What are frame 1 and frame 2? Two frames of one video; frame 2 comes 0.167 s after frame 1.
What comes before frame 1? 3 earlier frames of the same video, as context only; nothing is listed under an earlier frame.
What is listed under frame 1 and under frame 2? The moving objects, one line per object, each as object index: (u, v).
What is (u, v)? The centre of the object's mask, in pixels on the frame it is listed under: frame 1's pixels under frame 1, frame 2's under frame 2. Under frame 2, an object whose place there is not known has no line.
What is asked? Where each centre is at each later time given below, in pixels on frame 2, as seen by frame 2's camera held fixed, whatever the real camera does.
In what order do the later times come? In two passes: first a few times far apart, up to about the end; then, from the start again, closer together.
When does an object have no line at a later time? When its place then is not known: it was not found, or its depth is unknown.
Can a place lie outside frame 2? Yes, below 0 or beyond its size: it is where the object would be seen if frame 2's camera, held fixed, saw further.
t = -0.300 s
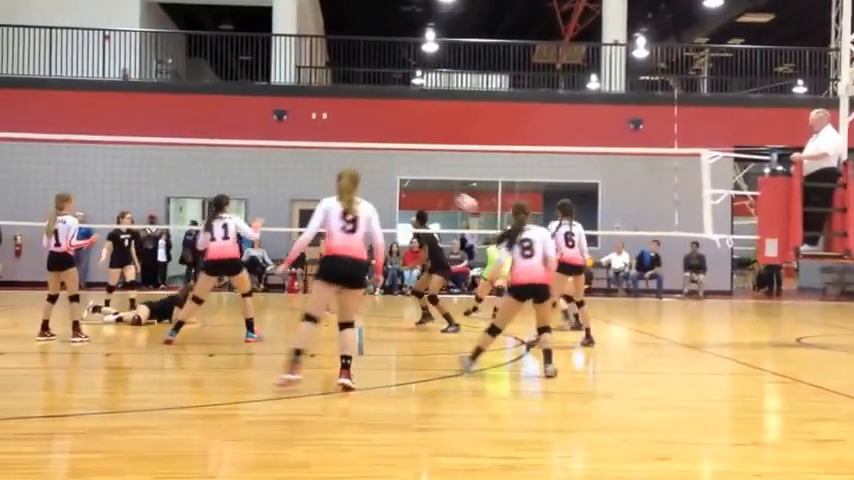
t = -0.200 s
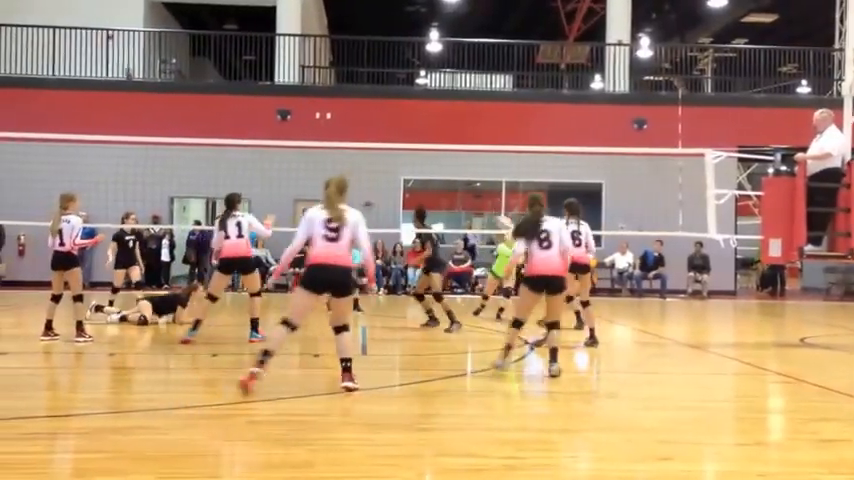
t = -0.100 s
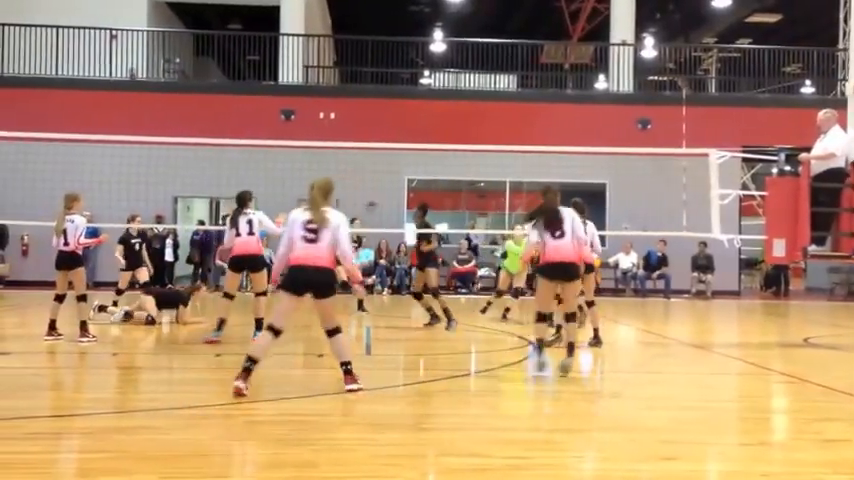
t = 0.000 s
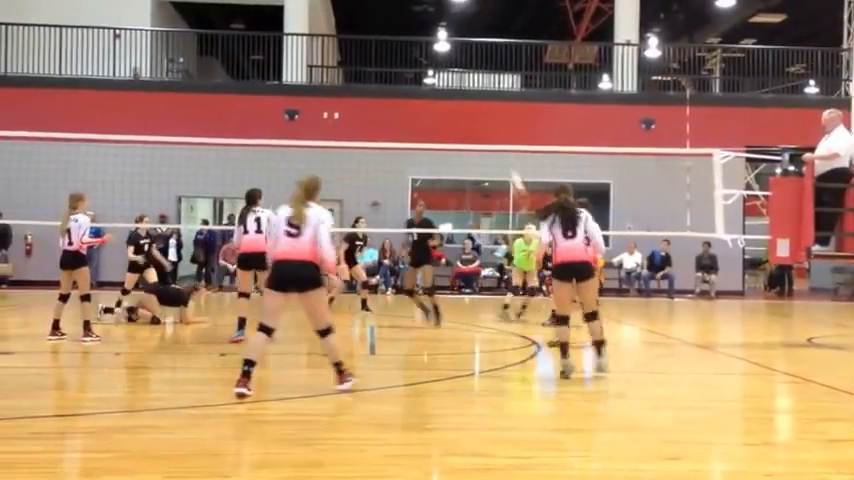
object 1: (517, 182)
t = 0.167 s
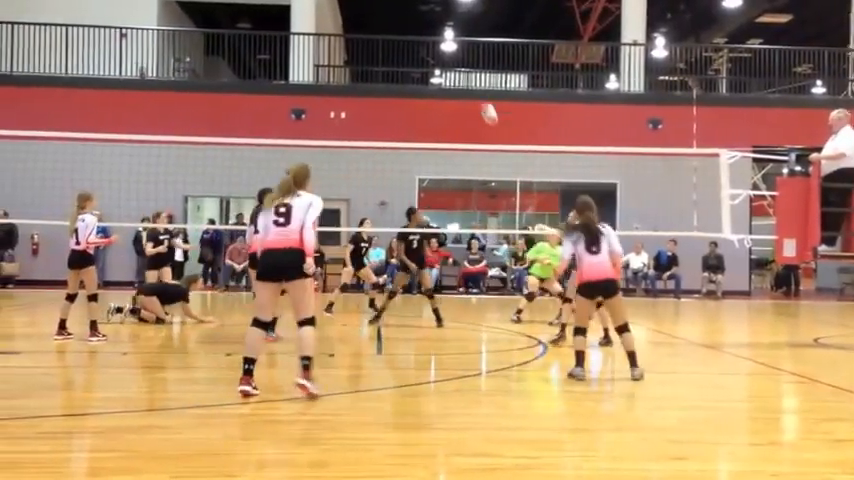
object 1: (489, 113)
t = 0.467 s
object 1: (436, 40)
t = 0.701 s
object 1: (392, 26)
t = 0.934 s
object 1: (352, 47)
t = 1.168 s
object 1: (315, 100)
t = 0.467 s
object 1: (436, 40)
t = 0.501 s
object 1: (430, 37)
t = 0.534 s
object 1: (424, 33)
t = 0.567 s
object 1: (418, 31)
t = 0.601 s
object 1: (411, 29)
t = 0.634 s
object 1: (404, 27)
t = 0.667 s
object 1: (398, 27)
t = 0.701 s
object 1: (392, 26)
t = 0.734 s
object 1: (386, 27)
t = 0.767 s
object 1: (380, 29)
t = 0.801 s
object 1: (375, 31)
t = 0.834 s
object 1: (369, 34)
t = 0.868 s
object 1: (364, 38)
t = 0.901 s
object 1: (358, 42)
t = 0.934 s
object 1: (352, 47)
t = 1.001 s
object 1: (342, 58)
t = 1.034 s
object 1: (336, 65)
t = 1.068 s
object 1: (330, 72)
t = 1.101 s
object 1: (323, 80)
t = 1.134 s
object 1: (320, 90)
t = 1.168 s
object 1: (315, 100)
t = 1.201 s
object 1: (309, 110)
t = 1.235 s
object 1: (305, 120)
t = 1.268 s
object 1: (300, 131)
